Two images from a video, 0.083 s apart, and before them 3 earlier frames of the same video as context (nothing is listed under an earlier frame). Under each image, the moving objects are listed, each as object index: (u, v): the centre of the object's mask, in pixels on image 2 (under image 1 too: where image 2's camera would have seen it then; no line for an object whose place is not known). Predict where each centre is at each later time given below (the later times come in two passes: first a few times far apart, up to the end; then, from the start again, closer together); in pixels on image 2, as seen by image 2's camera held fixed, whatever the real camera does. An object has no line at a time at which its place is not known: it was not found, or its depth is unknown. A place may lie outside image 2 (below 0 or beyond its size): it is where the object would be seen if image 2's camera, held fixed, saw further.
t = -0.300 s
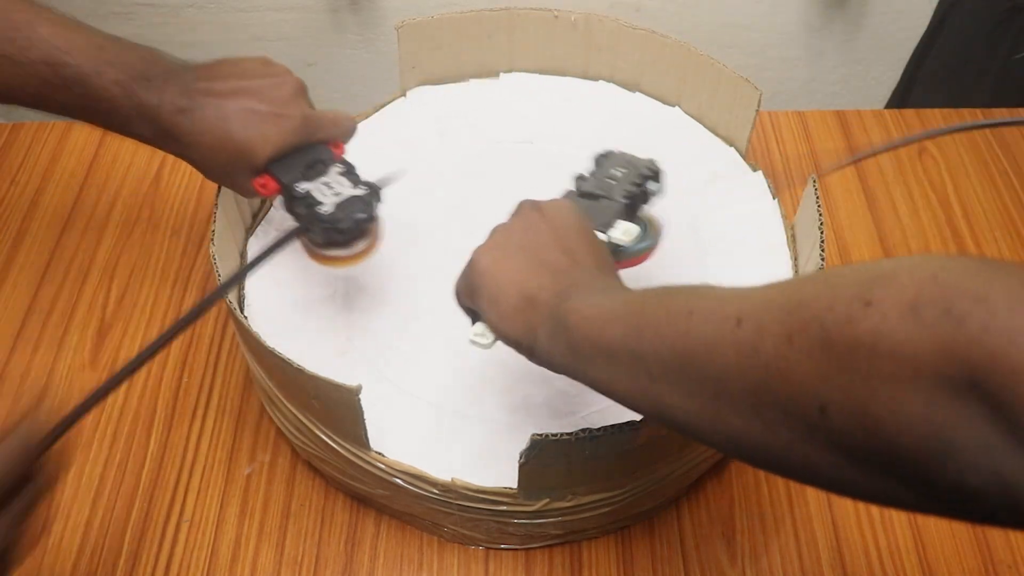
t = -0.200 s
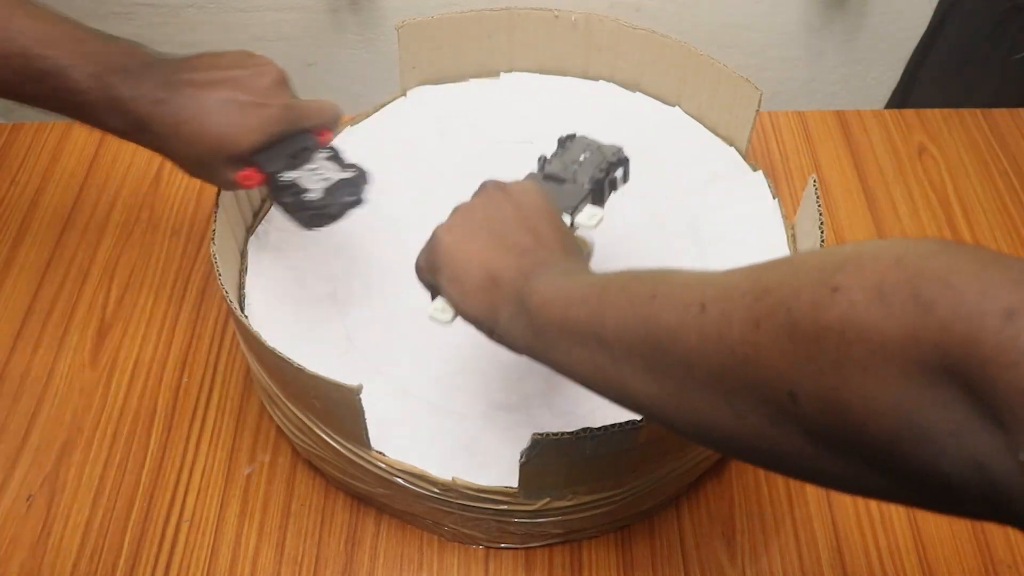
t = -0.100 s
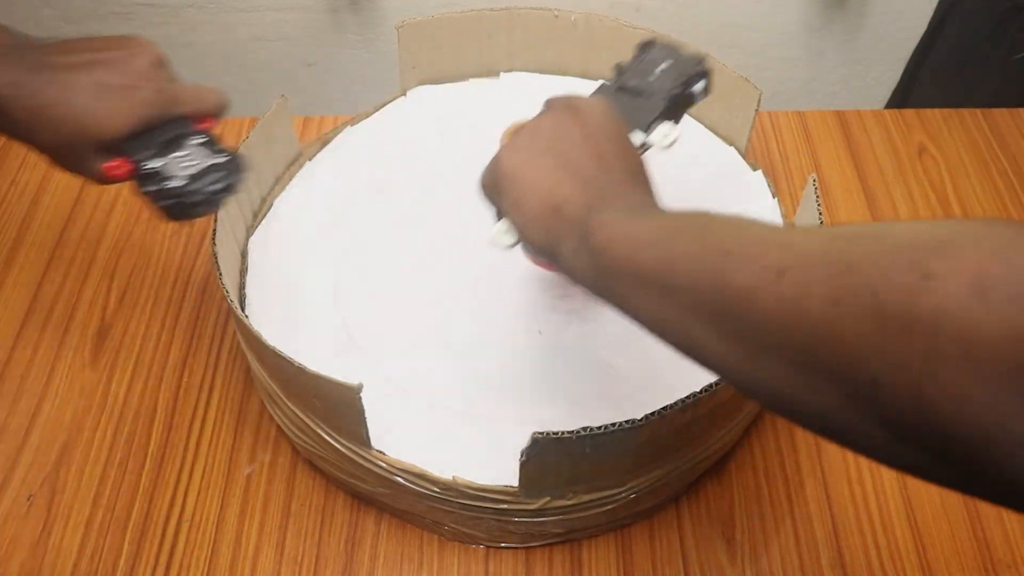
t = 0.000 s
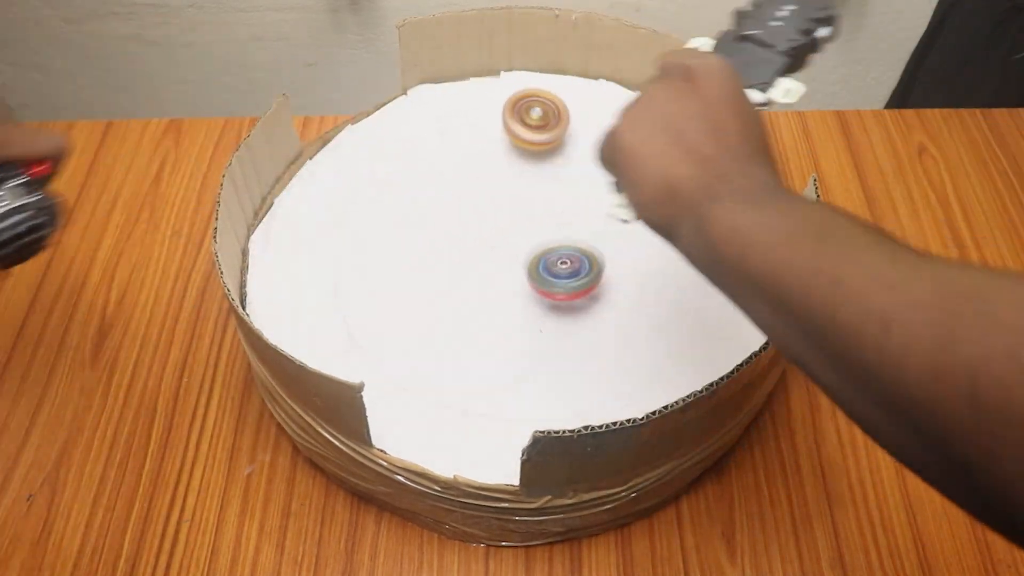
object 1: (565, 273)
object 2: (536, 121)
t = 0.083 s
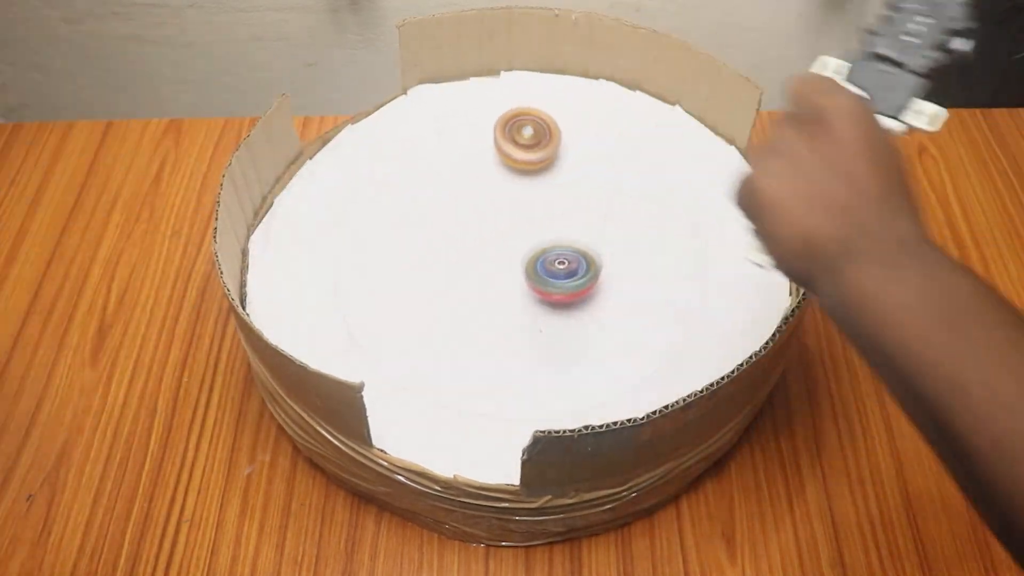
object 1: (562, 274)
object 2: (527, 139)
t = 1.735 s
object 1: (367, 205)
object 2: (686, 211)
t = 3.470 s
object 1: (593, 189)
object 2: (654, 329)
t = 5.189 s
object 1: (557, 335)
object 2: (380, 310)
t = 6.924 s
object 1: (601, 170)
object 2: (518, 171)
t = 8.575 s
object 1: (412, 344)
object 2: (583, 242)
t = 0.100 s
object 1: (561, 275)
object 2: (527, 144)
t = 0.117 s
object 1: (559, 274)
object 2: (526, 147)
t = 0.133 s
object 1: (557, 274)
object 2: (526, 149)
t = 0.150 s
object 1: (556, 275)
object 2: (527, 153)
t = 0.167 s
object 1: (555, 276)
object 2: (528, 156)
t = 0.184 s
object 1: (553, 277)
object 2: (530, 158)
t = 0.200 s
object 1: (552, 278)
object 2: (531, 159)
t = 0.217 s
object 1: (550, 280)
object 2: (533, 160)
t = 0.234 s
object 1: (548, 281)
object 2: (535, 161)
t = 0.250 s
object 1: (544, 282)
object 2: (537, 161)
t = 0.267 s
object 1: (540, 282)
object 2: (538, 162)
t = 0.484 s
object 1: (439, 287)
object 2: (596, 151)
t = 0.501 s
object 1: (430, 287)
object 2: (600, 149)
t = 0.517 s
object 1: (422, 287)
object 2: (603, 145)
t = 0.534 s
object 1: (414, 288)
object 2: (605, 142)
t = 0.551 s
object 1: (406, 289)
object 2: (604, 140)
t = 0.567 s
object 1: (399, 291)
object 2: (602, 140)
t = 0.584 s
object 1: (393, 293)
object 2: (599, 141)
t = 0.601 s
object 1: (388, 296)
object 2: (594, 141)
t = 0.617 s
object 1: (383, 299)
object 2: (589, 143)
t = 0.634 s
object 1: (379, 302)
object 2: (583, 145)
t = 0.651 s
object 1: (376, 305)
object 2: (579, 147)
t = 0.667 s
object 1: (373, 308)
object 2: (575, 150)
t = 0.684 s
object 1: (371, 311)
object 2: (573, 152)
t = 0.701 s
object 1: (369, 314)
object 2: (572, 154)
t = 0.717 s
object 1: (369, 316)
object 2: (571, 157)
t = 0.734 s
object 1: (369, 318)
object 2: (571, 160)
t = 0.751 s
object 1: (370, 320)
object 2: (572, 162)
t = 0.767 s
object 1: (371, 322)
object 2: (574, 165)
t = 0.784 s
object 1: (373, 325)
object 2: (577, 167)
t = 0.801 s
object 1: (374, 327)
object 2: (581, 168)
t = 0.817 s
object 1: (377, 329)
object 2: (584, 169)
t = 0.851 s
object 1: (383, 333)
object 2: (593, 172)
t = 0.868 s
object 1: (387, 335)
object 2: (597, 172)
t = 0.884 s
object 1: (390, 337)
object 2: (601, 172)
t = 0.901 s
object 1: (393, 337)
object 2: (605, 171)
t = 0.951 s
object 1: (404, 334)
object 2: (613, 164)
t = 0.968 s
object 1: (409, 332)
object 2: (615, 161)
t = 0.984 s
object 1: (415, 330)
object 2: (615, 158)
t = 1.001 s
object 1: (421, 326)
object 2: (615, 154)
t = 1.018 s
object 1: (427, 322)
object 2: (615, 150)
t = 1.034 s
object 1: (432, 318)
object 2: (613, 147)
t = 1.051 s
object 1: (439, 314)
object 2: (608, 145)
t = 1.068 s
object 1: (443, 308)
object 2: (603, 144)
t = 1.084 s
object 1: (447, 303)
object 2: (595, 144)
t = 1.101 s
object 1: (451, 297)
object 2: (589, 143)
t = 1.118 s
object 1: (453, 291)
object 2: (583, 144)
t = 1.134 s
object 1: (455, 285)
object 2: (578, 145)
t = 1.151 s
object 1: (458, 278)
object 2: (574, 146)
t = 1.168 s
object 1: (460, 272)
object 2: (571, 149)
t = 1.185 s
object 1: (461, 266)
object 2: (570, 152)
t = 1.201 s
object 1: (462, 260)
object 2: (569, 157)
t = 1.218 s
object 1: (463, 255)
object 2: (568, 161)
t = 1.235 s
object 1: (463, 249)
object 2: (569, 166)
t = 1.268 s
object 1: (465, 240)
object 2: (571, 176)
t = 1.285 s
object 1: (465, 235)
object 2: (573, 181)
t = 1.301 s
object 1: (464, 229)
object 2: (575, 185)
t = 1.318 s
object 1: (464, 224)
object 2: (579, 190)
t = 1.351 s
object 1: (465, 214)
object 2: (589, 202)
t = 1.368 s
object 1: (465, 209)
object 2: (595, 206)
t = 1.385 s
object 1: (463, 205)
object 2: (600, 209)
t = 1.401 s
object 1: (461, 202)
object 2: (605, 211)
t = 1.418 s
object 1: (458, 199)
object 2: (609, 213)
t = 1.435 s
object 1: (455, 196)
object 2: (613, 215)
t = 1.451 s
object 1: (451, 194)
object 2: (619, 217)
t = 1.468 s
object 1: (446, 192)
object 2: (624, 219)
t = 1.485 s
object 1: (441, 191)
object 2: (629, 220)
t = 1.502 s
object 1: (436, 189)
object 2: (634, 221)
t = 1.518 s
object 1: (430, 189)
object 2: (639, 222)
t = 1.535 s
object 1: (425, 187)
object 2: (643, 222)
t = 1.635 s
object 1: (390, 184)
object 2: (668, 218)
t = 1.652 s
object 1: (383, 185)
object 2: (672, 217)
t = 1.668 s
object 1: (377, 187)
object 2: (675, 216)
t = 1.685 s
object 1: (373, 189)
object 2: (679, 215)
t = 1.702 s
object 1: (370, 193)
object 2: (682, 214)
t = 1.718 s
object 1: (368, 198)
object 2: (684, 213)
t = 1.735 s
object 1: (367, 205)
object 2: (686, 211)
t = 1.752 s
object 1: (368, 211)
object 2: (687, 208)
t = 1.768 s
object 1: (369, 217)
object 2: (685, 205)
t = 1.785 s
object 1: (371, 223)
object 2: (682, 202)
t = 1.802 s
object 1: (375, 228)
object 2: (677, 199)
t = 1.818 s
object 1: (379, 231)
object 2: (673, 196)
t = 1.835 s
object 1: (386, 234)
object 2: (668, 192)
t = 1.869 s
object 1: (399, 240)
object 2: (660, 187)
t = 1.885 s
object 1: (408, 243)
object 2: (656, 186)
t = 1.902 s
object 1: (417, 244)
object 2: (653, 185)
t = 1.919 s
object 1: (425, 245)
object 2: (650, 185)
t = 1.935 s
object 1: (435, 246)
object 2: (647, 185)
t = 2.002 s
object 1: (474, 245)
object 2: (640, 189)
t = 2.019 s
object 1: (482, 243)
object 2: (637, 191)
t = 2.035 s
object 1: (491, 242)
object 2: (635, 194)
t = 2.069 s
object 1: (506, 238)
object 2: (630, 202)
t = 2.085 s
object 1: (514, 237)
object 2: (628, 205)
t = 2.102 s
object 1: (523, 236)
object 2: (626, 209)
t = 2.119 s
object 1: (531, 235)
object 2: (624, 213)
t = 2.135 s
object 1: (541, 233)
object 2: (622, 216)
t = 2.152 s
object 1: (543, 230)
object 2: (625, 221)
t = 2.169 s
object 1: (533, 226)
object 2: (640, 224)
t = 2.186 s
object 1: (524, 223)
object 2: (655, 227)
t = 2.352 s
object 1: (436, 205)
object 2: (731, 238)
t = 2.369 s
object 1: (428, 205)
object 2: (734, 238)
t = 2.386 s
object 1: (420, 205)
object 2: (735, 237)
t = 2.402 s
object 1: (415, 205)
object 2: (735, 235)
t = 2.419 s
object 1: (410, 206)
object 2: (734, 233)
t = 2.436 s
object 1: (406, 206)
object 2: (732, 231)
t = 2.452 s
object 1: (402, 207)
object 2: (730, 229)
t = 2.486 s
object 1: (395, 210)
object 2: (727, 224)
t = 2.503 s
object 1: (392, 211)
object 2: (724, 221)
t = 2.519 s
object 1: (388, 213)
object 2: (722, 219)
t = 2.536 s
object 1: (385, 216)
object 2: (719, 218)
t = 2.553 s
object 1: (381, 218)
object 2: (715, 216)
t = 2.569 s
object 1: (379, 221)
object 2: (712, 215)
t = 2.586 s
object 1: (378, 225)
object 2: (708, 215)
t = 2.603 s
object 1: (378, 228)
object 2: (703, 216)
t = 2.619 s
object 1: (379, 232)
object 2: (698, 218)
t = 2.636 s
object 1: (380, 235)
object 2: (693, 220)
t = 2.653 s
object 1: (382, 238)
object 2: (687, 222)
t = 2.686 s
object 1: (388, 242)
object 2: (676, 226)
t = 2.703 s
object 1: (391, 245)
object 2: (671, 229)
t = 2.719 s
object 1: (393, 248)
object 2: (666, 231)
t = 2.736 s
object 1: (394, 250)
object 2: (662, 234)
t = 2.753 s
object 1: (395, 253)
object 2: (658, 237)
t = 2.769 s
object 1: (395, 256)
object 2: (654, 240)
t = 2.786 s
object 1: (395, 259)
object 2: (650, 244)
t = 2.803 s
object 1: (396, 261)
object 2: (646, 249)
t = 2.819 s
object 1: (399, 263)
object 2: (642, 253)
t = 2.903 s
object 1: (427, 269)
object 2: (627, 281)
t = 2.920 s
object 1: (433, 270)
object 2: (624, 286)
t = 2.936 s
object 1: (439, 270)
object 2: (623, 291)
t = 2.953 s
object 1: (445, 270)
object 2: (622, 296)
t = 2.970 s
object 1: (450, 270)
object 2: (621, 300)
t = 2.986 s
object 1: (456, 269)
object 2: (621, 304)
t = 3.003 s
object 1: (461, 267)
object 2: (620, 310)
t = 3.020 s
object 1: (465, 265)
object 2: (620, 314)
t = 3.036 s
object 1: (469, 263)
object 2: (621, 319)
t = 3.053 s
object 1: (475, 260)
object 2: (622, 324)
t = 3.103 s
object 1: (495, 255)
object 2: (629, 340)
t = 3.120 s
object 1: (502, 254)
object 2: (632, 345)
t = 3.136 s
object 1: (510, 251)
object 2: (636, 349)
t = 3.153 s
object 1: (517, 249)
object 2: (640, 353)
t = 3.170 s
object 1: (523, 247)
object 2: (644, 354)
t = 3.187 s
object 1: (529, 246)
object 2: (648, 350)
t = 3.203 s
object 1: (535, 244)
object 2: (650, 348)
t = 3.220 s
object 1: (541, 242)
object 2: (653, 347)
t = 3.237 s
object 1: (547, 239)
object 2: (653, 342)
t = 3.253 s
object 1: (553, 236)
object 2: (653, 339)
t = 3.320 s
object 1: (573, 222)
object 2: (652, 326)
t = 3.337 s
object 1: (576, 219)
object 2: (652, 324)
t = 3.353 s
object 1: (579, 218)
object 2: (652, 323)
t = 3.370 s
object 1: (582, 215)
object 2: (652, 322)
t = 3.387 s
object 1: (585, 212)
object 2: (652, 322)
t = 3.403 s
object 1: (587, 208)
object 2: (652, 322)
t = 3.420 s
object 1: (589, 204)
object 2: (652, 324)
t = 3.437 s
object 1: (591, 199)
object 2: (652, 325)
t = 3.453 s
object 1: (593, 194)
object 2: (653, 327)
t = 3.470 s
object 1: (593, 189)
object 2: (654, 329)
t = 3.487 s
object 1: (593, 184)
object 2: (654, 330)
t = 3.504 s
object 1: (594, 179)
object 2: (654, 330)
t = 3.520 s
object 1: (592, 174)
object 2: (654, 331)
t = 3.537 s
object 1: (590, 171)
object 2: (653, 331)
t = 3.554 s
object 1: (588, 168)
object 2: (652, 332)
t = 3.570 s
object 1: (585, 166)
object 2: (651, 333)
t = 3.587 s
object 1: (582, 164)
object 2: (650, 333)
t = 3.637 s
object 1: (575, 159)
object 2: (650, 333)
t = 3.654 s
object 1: (573, 157)
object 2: (649, 333)
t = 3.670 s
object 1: (571, 156)
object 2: (649, 333)
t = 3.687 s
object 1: (569, 156)
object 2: (648, 333)
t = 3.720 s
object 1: (563, 158)
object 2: (645, 331)
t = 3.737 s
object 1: (560, 159)
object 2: (643, 329)
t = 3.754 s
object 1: (558, 162)
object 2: (640, 328)
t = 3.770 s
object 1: (555, 164)
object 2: (637, 328)
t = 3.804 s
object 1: (548, 170)
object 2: (633, 327)
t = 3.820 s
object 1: (543, 174)
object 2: (629, 327)
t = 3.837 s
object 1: (540, 176)
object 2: (626, 328)
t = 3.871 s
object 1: (533, 183)
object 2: (618, 329)
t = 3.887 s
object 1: (531, 188)
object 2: (614, 329)
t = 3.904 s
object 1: (531, 193)
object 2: (611, 329)
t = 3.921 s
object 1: (532, 199)
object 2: (609, 330)
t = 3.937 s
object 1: (533, 205)
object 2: (606, 330)
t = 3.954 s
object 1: (536, 211)
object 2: (603, 332)
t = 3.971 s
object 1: (538, 216)
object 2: (599, 333)
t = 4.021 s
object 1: (546, 228)
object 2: (582, 337)
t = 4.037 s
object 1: (546, 231)
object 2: (575, 337)
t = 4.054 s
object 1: (548, 233)
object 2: (570, 336)
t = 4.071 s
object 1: (551, 236)
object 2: (562, 335)
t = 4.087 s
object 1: (555, 237)
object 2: (555, 333)
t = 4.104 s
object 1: (560, 239)
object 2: (548, 331)
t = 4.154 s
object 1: (578, 244)
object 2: (525, 329)
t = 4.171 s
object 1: (584, 246)
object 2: (518, 329)
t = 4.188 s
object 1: (589, 246)
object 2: (512, 330)
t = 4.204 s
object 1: (594, 245)
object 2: (505, 330)
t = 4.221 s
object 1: (597, 244)
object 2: (499, 331)
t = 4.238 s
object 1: (598, 242)
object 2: (494, 332)
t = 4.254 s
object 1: (599, 240)
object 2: (488, 333)
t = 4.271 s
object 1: (599, 236)
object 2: (482, 334)
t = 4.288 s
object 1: (598, 232)
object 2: (474, 335)
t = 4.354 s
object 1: (592, 215)
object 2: (448, 337)
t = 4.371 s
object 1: (590, 211)
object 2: (443, 338)
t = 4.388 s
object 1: (589, 206)
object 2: (437, 338)
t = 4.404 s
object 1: (587, 203)
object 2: (431, 338)
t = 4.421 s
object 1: (584, 201)
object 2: (425, 340)
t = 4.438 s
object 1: (582, 199)
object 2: (420, 340)
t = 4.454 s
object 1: (580, 198)
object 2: (416, 341)
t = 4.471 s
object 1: (578, 199)
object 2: (412, 342)
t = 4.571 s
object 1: (556, 214)
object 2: (385, 343)
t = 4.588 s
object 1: (553, 217)
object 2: (380, 343)
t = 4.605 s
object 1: (548, 219)
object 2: (379, 342)
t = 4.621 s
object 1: (545, 222)
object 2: (380, 343)
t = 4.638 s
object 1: (541, 225)
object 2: (384, 343)
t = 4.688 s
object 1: (528, 234)
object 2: (394, 341)
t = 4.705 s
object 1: (526, 238)
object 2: (395, 340)
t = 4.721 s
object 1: (526, 242)
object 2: (394, 339)
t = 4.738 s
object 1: (525, 246)
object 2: (393, 337)
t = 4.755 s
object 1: (523, 251)
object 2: (391, 335)
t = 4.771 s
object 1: (522, 256)
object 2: (388, 334)
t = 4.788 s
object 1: (521, 260)
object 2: (383, 332)
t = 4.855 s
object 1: (523, 278)
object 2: (368, 327)
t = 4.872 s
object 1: (523, 283)
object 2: (367, 326)
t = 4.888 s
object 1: (523, 287)
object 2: (368, 326)
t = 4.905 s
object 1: (522, 290)
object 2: (370, 326)
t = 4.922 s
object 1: (523, 295)
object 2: (372, 325)
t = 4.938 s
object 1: (524, 298)
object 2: (373, 325)
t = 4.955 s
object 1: (525, 300)
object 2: (374, 324)
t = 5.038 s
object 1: (542, 304)
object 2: (377, 321)
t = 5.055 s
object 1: (545, 306)
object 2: (378, 320)
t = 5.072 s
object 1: (547, 308)
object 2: (379, 319)
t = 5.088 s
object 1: (548, 311)
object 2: (379, 318)
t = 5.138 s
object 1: (552, 322)
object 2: (379, 315)
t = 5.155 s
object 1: (553, 327)
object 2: (380, 314)
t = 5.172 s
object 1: (555, 332)
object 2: (381, 312)
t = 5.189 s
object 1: (557, 335)
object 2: (380, 310)
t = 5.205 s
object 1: (558, 338)
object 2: (380, 309)
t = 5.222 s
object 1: (560, 338)
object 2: (379, 306)
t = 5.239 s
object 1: (562, 337)
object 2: (377, 304)
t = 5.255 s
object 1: (564, 335)
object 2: (376, 301)
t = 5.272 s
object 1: (565, 333)
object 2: (376, 298)
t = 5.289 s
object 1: (567, 329)
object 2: (377, 295)
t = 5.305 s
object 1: (568, 324)
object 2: (376, 293)
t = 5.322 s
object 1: (569, 319)
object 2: (375, 291)
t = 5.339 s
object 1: (569, 314)
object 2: (374, 288)
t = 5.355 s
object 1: (570, 310)
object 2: (374, 287)
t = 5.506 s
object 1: (568, 277)
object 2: (379, 263)
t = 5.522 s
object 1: (569, 274)
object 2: (381, 259)
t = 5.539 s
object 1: (568, 272)
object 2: (382, 255)
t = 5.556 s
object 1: (566, 269)
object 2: (383, 253)
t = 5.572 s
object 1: (563, 265)
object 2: (383, 250)
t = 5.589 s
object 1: (560, 263)
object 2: (383, 248)
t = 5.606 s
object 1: (556, 260)
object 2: (383, 245)
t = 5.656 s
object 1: (541, 255)
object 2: (381, 236)
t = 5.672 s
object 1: (536, 253)
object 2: (381, 233)
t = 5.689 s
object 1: (531, 251)
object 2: (382, 230)
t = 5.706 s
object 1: (527, 248)
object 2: (383, 228)
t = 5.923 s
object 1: (462, 241)
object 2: (404, 205)
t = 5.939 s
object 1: (460, 241)
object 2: (406, 202)
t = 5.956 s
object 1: (459, 243)
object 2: (407, 199)
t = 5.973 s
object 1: (460, 244)
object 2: (407, 195)
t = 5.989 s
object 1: (462, 245)
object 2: (406, 193)
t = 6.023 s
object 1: (467, 249)
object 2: (402, 188)
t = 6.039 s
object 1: (470, 252)
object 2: (399, 185)
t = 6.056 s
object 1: (472, 255)
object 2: (396, 184)
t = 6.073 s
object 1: (476, 256)
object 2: (393, 183)
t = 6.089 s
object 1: (479, 257)
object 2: (390, 182)
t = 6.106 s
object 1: (483, 258)
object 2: (386, 181)
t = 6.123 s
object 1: (487, 260)
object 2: (382, 181)
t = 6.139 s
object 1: (493, 262)
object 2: (379, 183)
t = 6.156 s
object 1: (498, 262)
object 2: (376, 186)
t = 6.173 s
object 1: (505, 263)
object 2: (374, 191)
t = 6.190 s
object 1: (511, 264)
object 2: (373, 196)
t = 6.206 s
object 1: (516, 265)
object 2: (373, 200)
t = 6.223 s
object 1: (521, 265)
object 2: (375, 205)
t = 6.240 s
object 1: (526, 265)
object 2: (378, 209)
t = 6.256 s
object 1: (531, 264)
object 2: (381, 212)
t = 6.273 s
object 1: (536, 264)
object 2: (385, 214)
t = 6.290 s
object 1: (540, 263)
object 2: (390, 216)
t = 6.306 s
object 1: (544, 262)
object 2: (394, 217)
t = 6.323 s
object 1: (548, 260)
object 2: (400, 218)
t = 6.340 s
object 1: (550, 258)
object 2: (405, 218)
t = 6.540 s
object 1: (579, 235)
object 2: (484, 203)
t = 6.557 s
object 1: (581, 232)
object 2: (488, 200)
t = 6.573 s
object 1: (582, 228)
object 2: (492, 198)
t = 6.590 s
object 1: (582, 224)
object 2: (497, 195)
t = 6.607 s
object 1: (582, 220)
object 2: (501, 192)
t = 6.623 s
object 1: (581, 217)
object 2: (506, 189)
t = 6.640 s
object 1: (581, 214)
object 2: (509, 187)
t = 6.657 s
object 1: (580, 211)
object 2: (513, 185)
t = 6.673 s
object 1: (582, 209)
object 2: (516, 182)
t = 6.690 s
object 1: (585, 208)
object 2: (517, 179)
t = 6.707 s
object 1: (588, 207)
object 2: (519, 177)
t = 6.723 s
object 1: (591, 204)
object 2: (521, 176)
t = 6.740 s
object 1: (593, 201)
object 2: (523, 175)
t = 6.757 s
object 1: (594, 198)
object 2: (525, 174)
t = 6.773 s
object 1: (595, 195)
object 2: (526, 173)
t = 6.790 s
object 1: (598, 192)
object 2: (524, 171)
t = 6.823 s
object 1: (600, 187)
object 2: (521, 170)
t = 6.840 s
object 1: (601, 184)
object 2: (520, 170)
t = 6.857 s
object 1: (601, 181)
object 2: (519, 170)
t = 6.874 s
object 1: (601, 178)
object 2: (519, 170)
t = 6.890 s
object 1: (601, 174)
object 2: (519, 170)
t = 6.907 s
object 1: (601, 172)
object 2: (519, 171)
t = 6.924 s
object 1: (601, 170)
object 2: (518, 171)
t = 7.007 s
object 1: (595, 173)
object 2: (517, 176)
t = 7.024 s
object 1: (597, 174)
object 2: (516, 178)
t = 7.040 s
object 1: (599, 176)
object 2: (517, 179)
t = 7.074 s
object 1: (599, 178)
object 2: (522, 182)
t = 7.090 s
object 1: (600, 179)
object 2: (525, 184)
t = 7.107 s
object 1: (609, 178)
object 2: (518, 185)
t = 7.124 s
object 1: (619, 177)
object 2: (511, 187)
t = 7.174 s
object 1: (643, 175)
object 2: (495, 193)
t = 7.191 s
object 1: (650, 175)
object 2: (492, 194)
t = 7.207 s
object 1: (655, 175)
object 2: (490, 196)
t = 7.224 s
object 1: (658, 176)
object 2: (488, 197)
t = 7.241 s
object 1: (658, 178)
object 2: (486, 199)
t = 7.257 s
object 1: (657, 181)
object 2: (484, 200)
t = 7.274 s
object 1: (656, 183)
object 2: (483, 202)
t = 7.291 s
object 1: (655, 186)
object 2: (481, 204)
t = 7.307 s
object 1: (655, 188)
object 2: (480, 205)
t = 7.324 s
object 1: (656, 191)
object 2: (480, 206)
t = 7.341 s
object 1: (657, 194)
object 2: (479, 208)
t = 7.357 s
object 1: (659, 196)
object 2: (478, 209)
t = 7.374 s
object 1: (662, 199)
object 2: (476, 211)
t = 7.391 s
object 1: (664, 202)
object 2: (474, 212)
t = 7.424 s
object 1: (668, 209)
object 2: (468, 213)
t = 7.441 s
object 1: (670, 213)
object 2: (467, 214)
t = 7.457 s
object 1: (671, 217)
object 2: (466, 216)
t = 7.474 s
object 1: (673, 221)
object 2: (465, 217)
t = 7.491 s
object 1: (674, 225)
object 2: (465, 218)
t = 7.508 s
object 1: (675, 229)
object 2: (467, 221)
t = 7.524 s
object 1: (675, 233)
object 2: (469, 222)
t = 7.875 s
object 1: (637, 322)
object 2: (574, 236)
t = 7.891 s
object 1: (634, 326)
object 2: (577, 235)
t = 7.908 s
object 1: (631, 329)
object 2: (579, 234)
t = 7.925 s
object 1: (628, 332)
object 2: (580, 233)
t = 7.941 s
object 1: (625, 335)
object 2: (581, 231)
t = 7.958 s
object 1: (621, 339)
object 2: (582, 230)
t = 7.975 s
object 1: (617, 341)
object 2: (582, 228)
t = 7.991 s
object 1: (612, 344)
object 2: (582, 226)
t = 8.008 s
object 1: (607, 347)
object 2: (581, 224)
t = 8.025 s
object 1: (602, 350)
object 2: (581, 223)
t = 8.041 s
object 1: (597, 352)
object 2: (580, 221)
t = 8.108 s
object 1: (574, 361)
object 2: (580, 216)
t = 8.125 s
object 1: (568, 363)
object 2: (580, 214)
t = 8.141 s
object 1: (561, 364)
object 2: (580, 212)
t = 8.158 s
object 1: (554, 366)
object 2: (579, 212)
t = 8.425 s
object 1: (458, 365)
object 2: (570, 234)
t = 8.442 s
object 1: (453, 363)
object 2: (569, 235)
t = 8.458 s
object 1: (447, 361)
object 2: (570, 237)
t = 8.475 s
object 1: (442, 359)
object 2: (570, 238)
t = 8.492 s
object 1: (437, 357)
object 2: (572, 240)
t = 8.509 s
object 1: (431, 354)
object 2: (574, 242)
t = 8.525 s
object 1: (426, 353)
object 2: (577, 243)
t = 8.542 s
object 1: (421, 350)
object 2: (579, 243)
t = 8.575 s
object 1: (412, 344)
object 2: (583, 242)
